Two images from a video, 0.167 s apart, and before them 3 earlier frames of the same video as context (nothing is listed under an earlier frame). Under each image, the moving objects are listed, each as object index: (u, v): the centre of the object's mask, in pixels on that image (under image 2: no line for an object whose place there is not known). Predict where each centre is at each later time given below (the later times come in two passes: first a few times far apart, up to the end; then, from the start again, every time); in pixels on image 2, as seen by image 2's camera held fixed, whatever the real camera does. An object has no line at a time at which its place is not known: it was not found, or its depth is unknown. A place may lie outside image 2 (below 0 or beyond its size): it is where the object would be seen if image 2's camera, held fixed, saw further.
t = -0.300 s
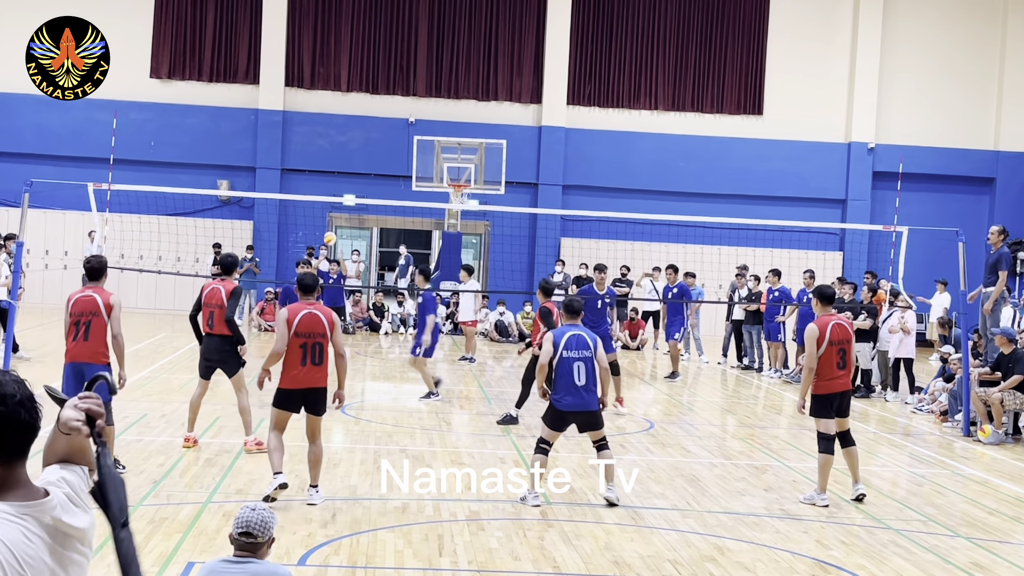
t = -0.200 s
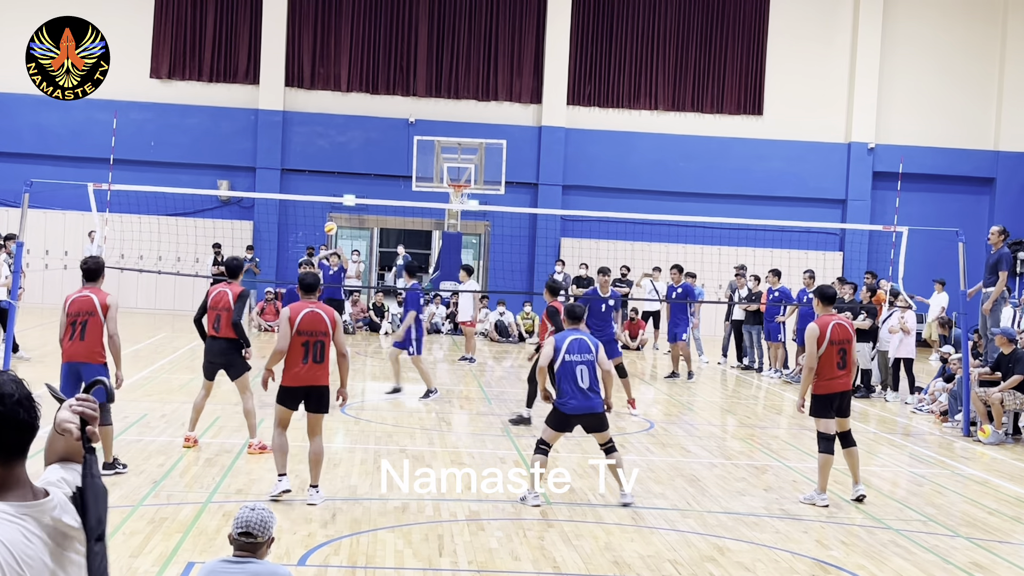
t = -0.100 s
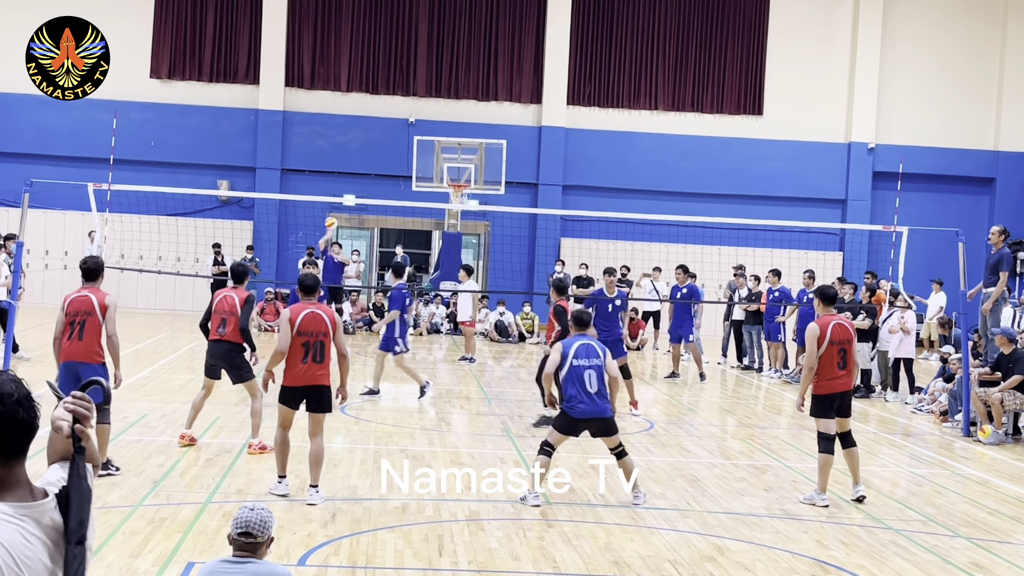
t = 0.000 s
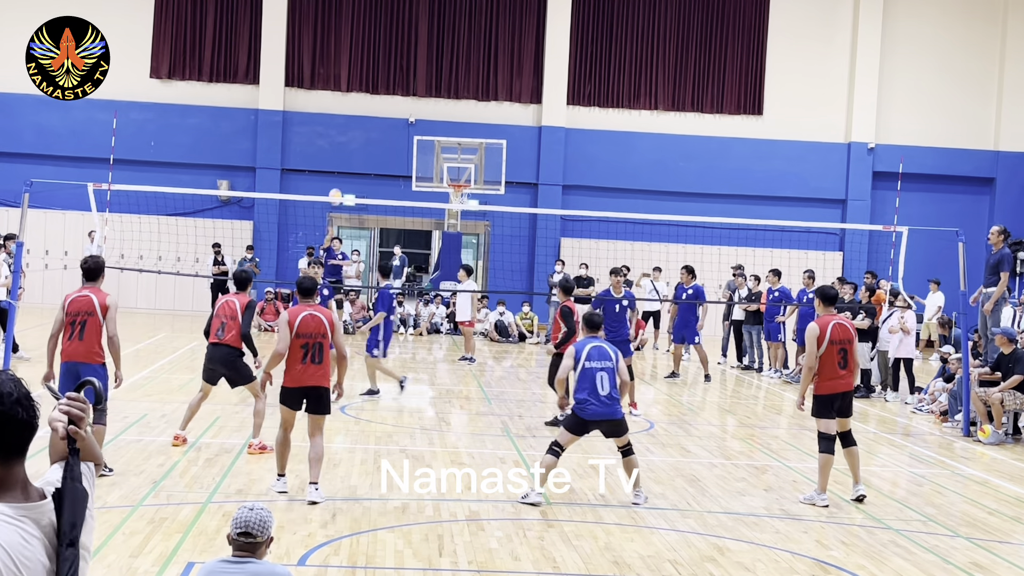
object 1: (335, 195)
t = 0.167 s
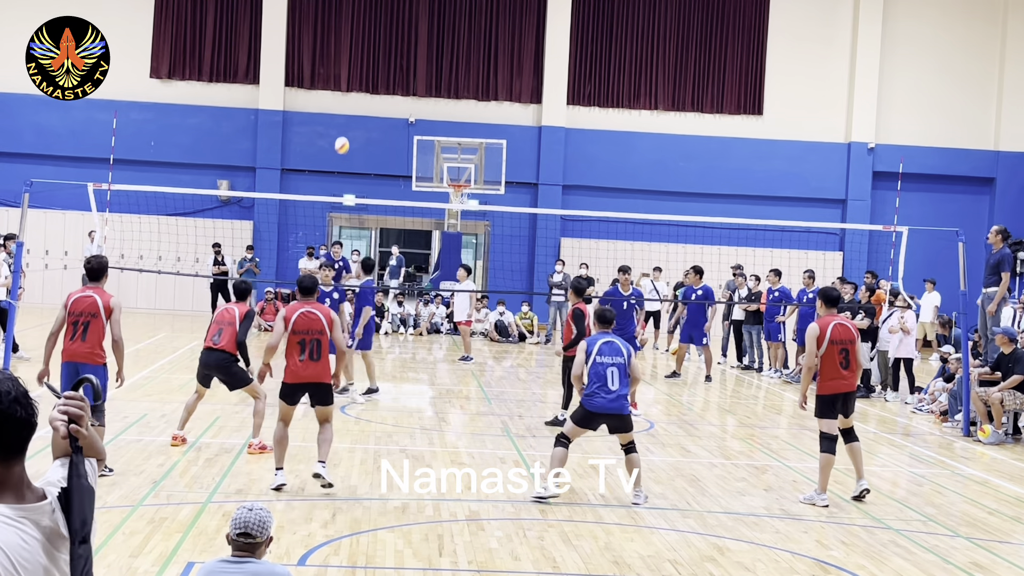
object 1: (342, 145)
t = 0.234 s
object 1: (344, 127)
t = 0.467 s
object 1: (355, 76)
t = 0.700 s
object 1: (366, 51)
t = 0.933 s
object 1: (377, 62)
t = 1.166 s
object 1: (387, 126)
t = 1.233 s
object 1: (391, 160)
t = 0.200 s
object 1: (343, 136)
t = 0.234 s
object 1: (344, 127)
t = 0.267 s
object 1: (345, 118)
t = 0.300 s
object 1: (346, 110)
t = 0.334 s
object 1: (348, 102)
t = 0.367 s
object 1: (350, 94)
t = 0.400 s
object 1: (352, 88)
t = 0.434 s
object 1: (353, 82)
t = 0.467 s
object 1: (355, 76)
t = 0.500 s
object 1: (357, 70)
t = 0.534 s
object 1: (359, 66)
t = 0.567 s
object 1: (360, 61)
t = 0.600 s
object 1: (362, 58)
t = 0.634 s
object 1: (363, 55)
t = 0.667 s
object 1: (365, 53)
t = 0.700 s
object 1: (366, 51)
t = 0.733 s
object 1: (368, 51)
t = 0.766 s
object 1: (370, 51)
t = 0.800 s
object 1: (371, 51)
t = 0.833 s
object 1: (372, 53)
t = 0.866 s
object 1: (374, 55)
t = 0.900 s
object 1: (375, 58)
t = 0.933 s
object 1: (377, 62)
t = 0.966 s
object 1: (378, 67)
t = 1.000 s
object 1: (380, 74)
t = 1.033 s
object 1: (381, 81)
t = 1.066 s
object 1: (382, 88)
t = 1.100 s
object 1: (384, 99)
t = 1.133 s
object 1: (385, 112)
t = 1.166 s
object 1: (387, 126)
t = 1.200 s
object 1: (389, 142)
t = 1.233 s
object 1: (391, 160)
